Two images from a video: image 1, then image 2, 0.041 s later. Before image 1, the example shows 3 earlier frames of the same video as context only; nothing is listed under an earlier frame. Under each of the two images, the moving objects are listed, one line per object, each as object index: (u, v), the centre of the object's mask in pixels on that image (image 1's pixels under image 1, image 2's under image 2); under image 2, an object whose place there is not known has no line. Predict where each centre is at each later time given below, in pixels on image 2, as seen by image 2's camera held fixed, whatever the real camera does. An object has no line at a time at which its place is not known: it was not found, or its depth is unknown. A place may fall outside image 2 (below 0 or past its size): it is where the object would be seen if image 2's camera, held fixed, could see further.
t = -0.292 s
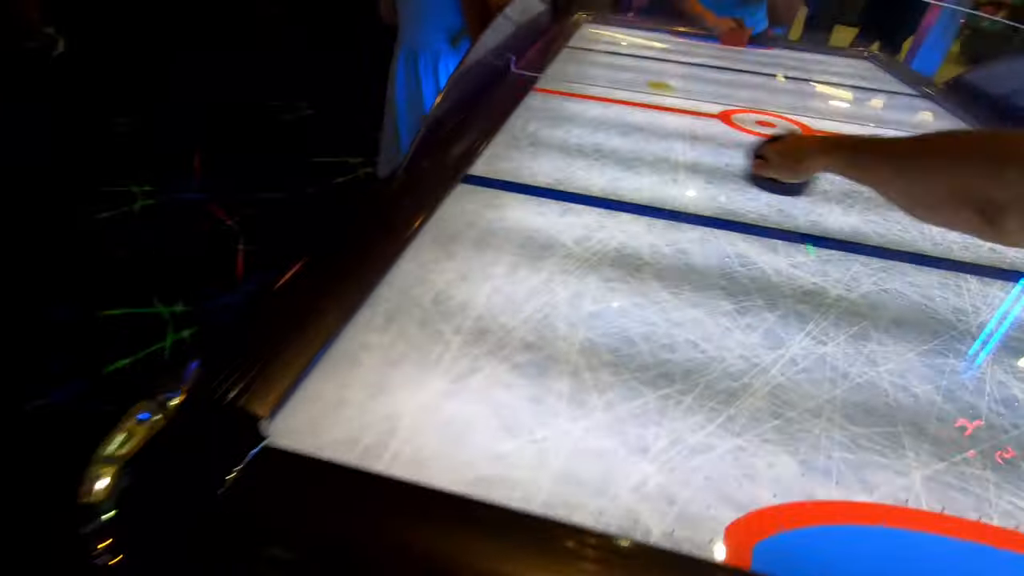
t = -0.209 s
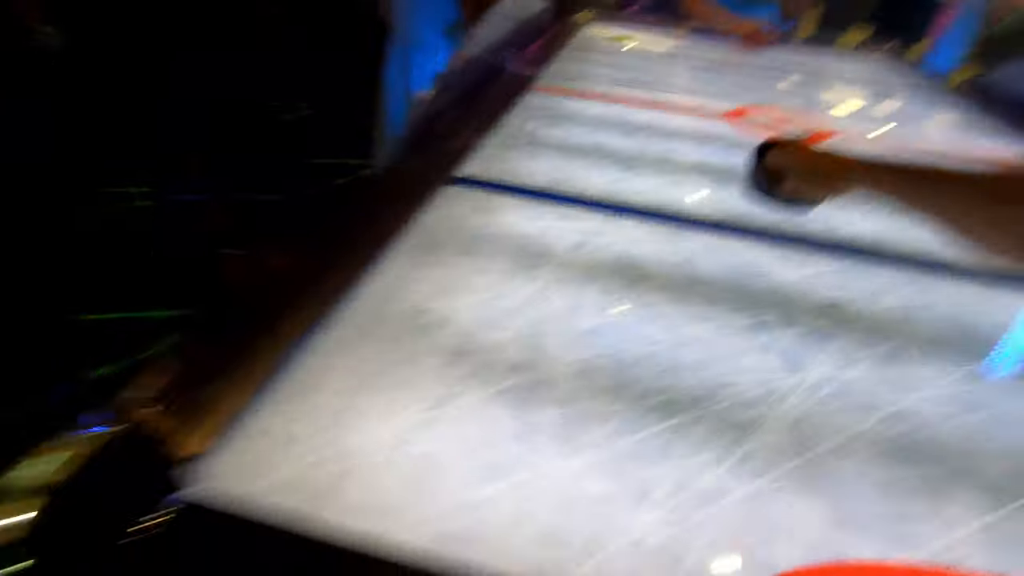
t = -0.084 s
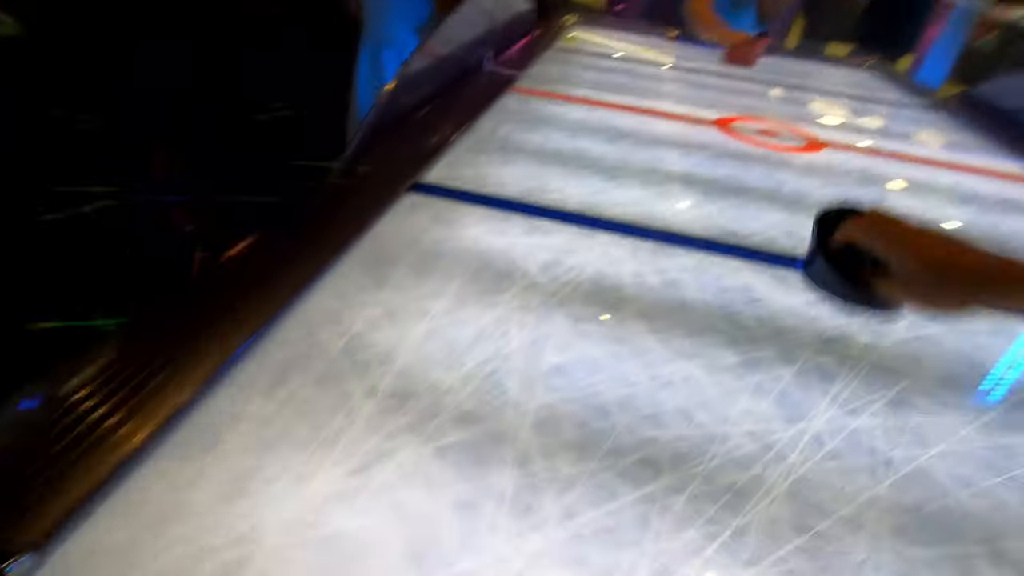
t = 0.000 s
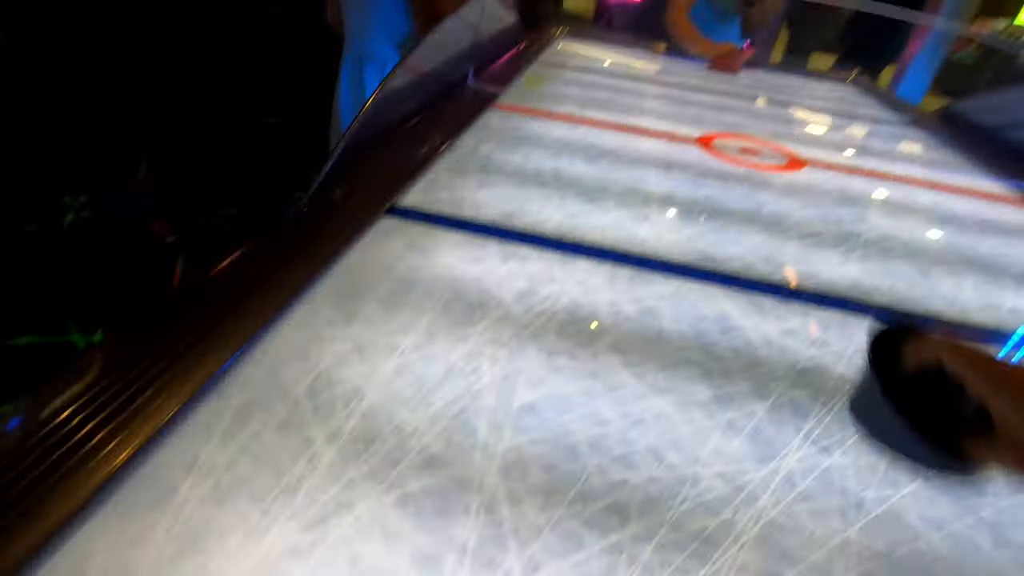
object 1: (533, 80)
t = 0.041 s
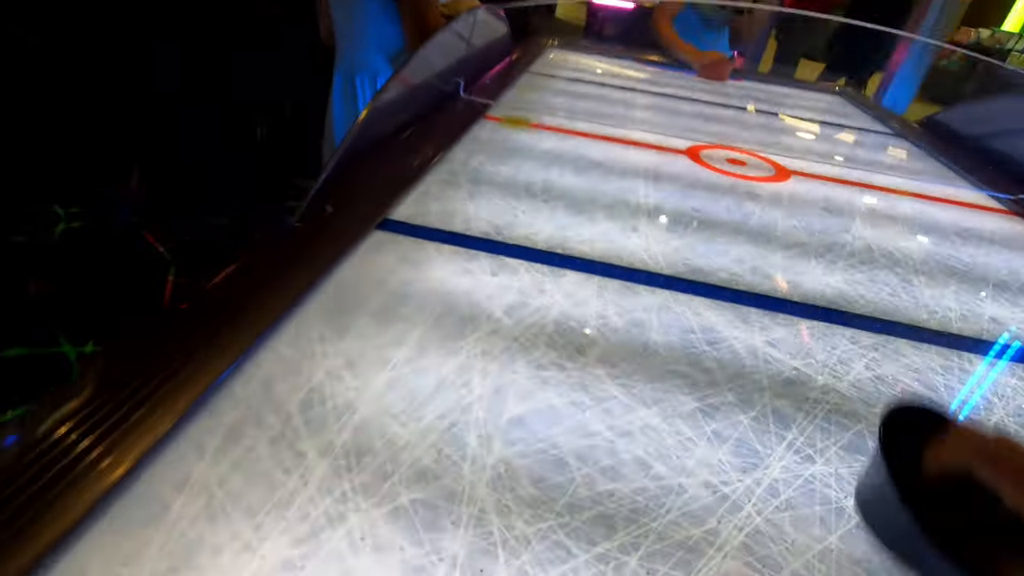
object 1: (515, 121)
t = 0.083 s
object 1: (505, 148)
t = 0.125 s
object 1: (484, 208)
